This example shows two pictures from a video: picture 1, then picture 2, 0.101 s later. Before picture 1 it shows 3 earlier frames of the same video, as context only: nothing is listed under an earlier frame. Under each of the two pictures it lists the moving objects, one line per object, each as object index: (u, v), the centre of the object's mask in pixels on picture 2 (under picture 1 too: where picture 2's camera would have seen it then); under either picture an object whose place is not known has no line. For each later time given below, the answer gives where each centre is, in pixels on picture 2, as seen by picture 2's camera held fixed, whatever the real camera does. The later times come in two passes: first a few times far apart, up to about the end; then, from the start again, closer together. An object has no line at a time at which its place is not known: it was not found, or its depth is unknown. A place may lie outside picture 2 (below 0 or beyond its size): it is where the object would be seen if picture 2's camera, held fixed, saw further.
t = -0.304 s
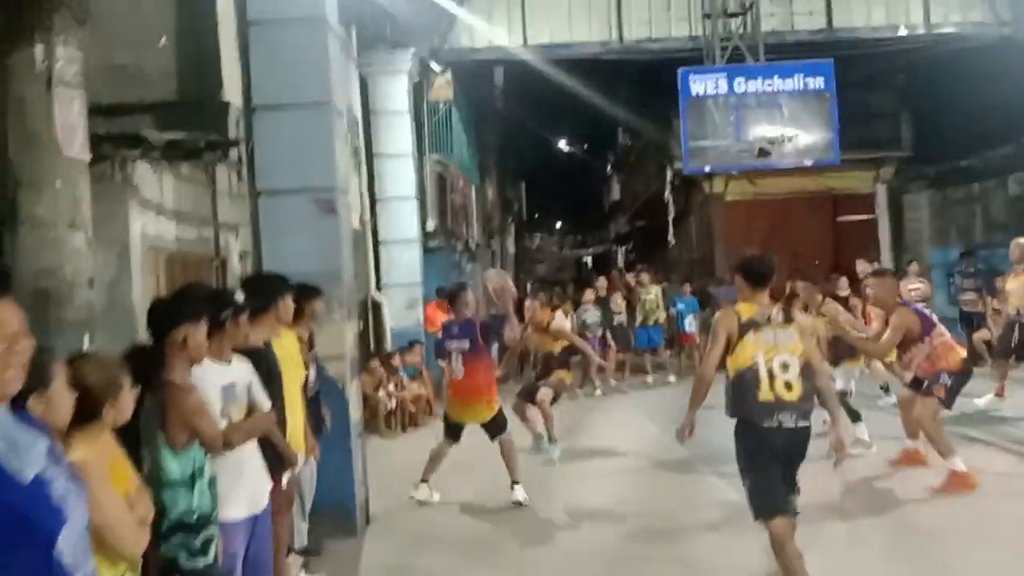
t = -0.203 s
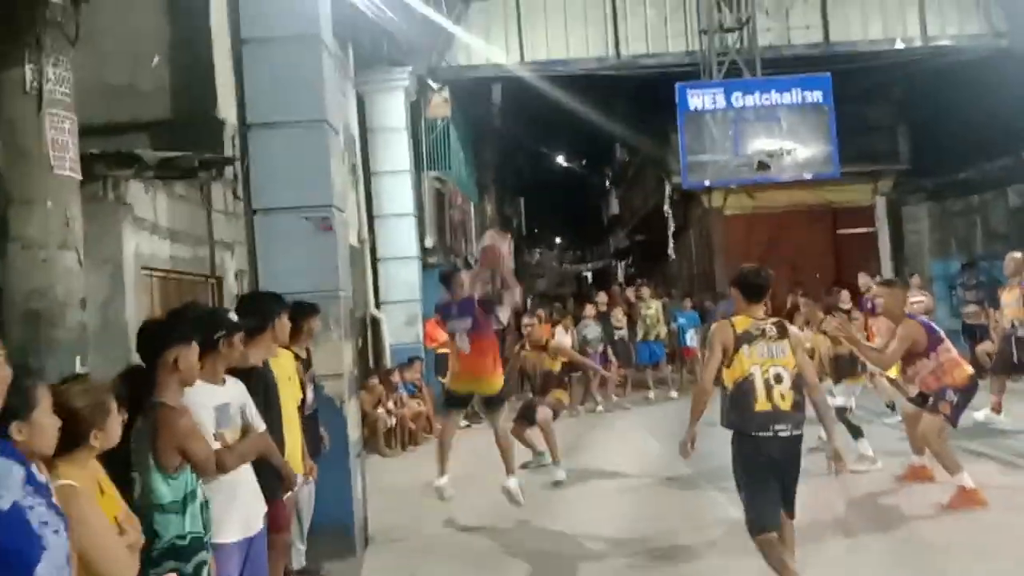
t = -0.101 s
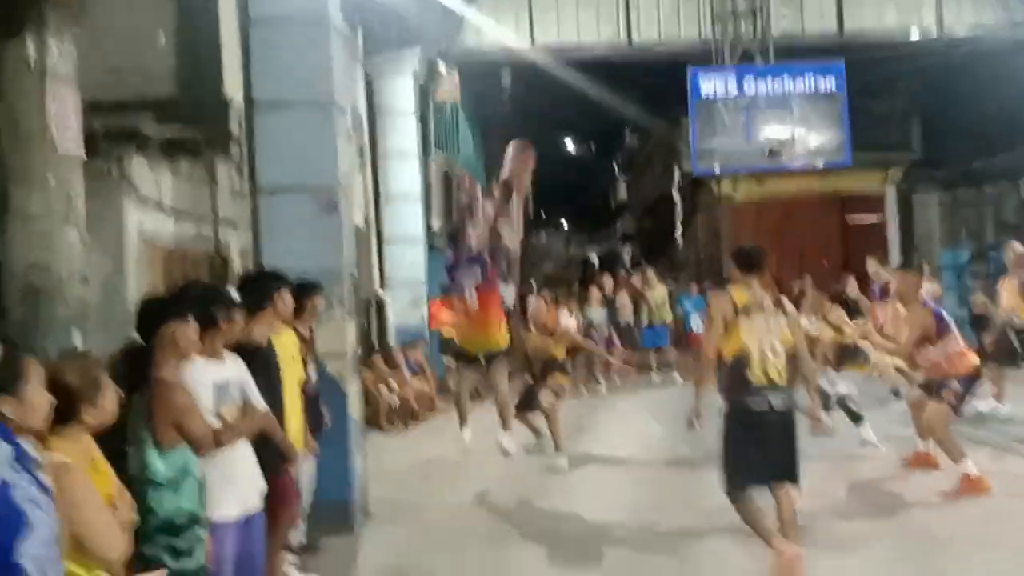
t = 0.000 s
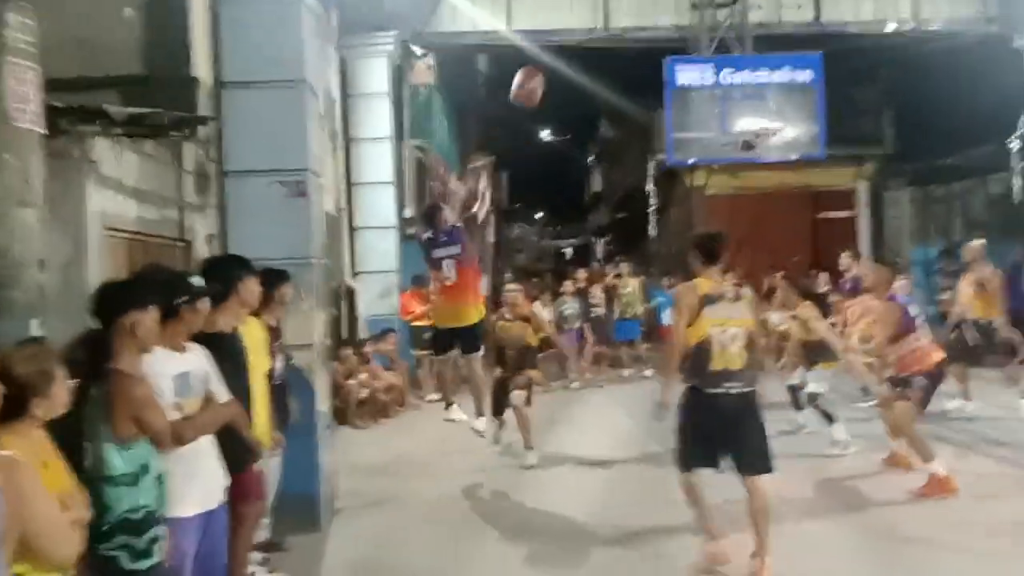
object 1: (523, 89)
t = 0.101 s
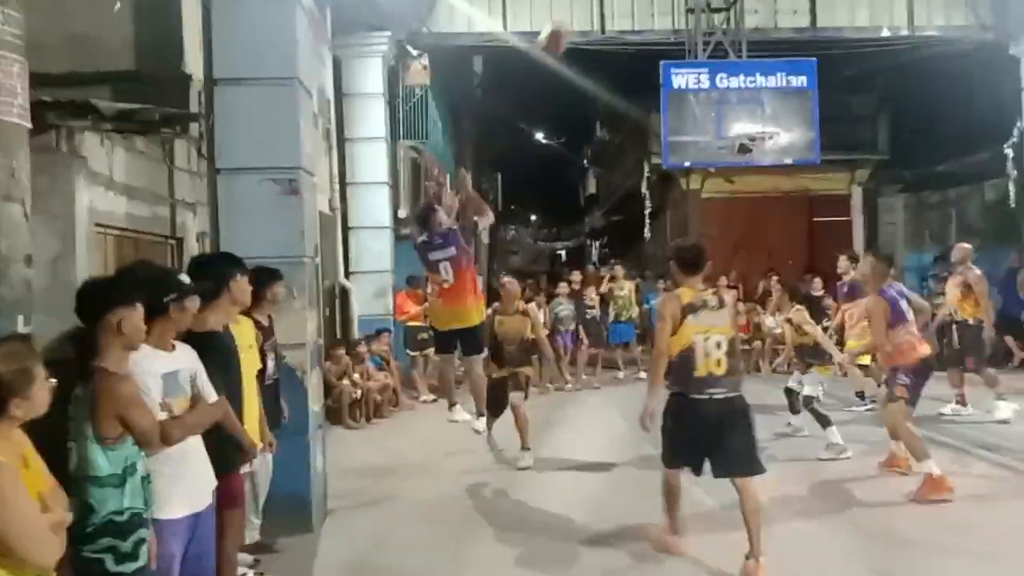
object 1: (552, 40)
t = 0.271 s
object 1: (604, -12)
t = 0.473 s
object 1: (659, -30)
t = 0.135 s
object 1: (565, 25)
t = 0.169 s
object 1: (575, 12)
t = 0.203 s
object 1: (586, 5)
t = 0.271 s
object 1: (604, -12)
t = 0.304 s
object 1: (613, -19)
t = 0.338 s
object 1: (622, -25)
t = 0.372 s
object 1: (632, -29)
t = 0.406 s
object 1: (641, -29)
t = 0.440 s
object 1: (650, -29)
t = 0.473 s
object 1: (659, -30)
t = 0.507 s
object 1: (666, -26)
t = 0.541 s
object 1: (673, -22)
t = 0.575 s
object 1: (681, -16)
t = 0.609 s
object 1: (686, -13)
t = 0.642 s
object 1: (695, -8)
